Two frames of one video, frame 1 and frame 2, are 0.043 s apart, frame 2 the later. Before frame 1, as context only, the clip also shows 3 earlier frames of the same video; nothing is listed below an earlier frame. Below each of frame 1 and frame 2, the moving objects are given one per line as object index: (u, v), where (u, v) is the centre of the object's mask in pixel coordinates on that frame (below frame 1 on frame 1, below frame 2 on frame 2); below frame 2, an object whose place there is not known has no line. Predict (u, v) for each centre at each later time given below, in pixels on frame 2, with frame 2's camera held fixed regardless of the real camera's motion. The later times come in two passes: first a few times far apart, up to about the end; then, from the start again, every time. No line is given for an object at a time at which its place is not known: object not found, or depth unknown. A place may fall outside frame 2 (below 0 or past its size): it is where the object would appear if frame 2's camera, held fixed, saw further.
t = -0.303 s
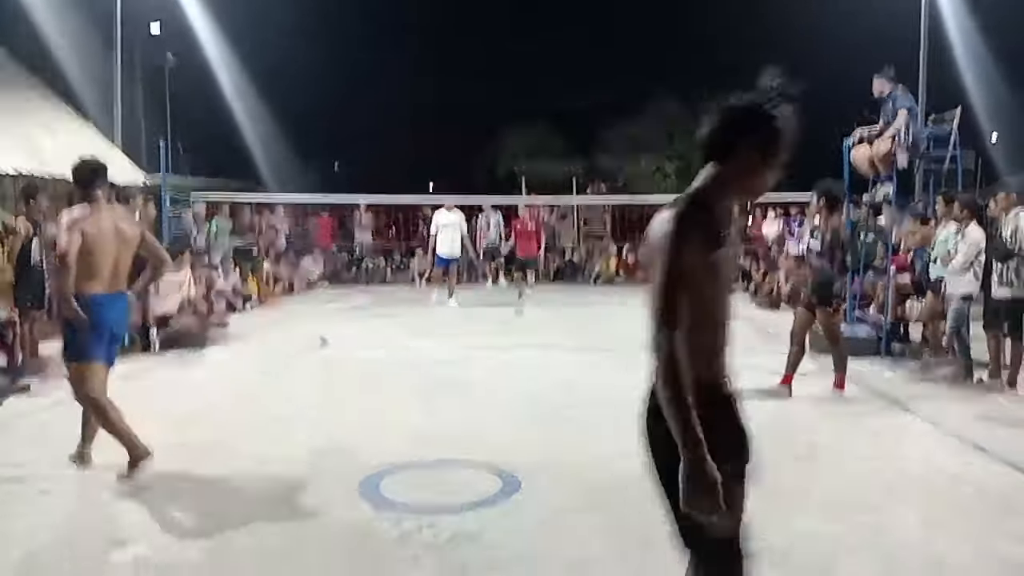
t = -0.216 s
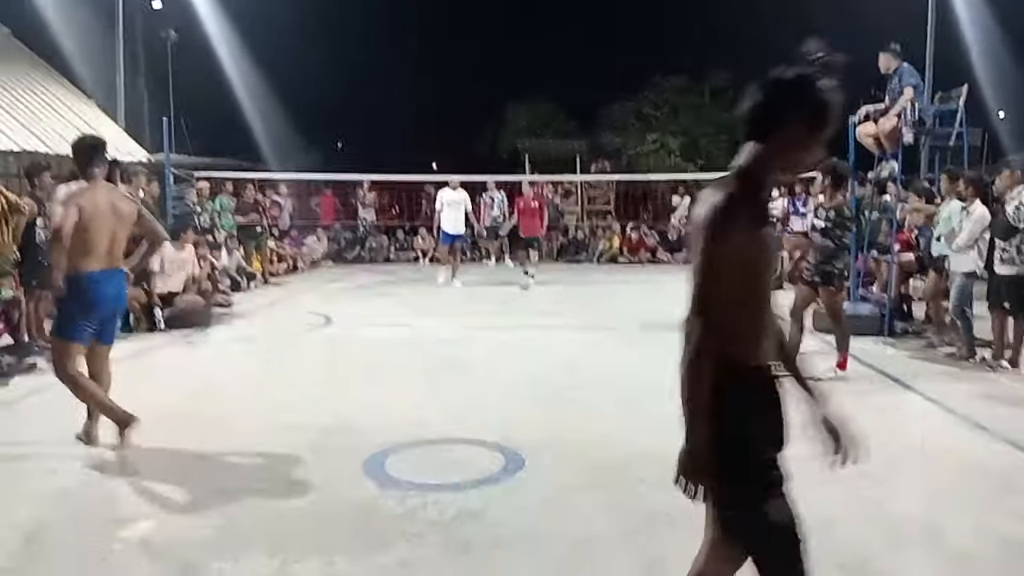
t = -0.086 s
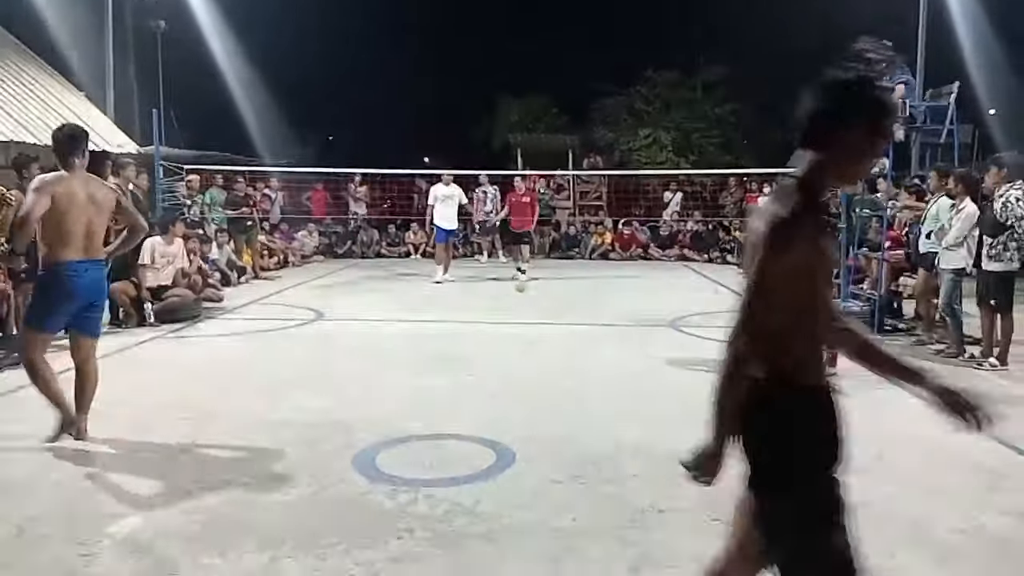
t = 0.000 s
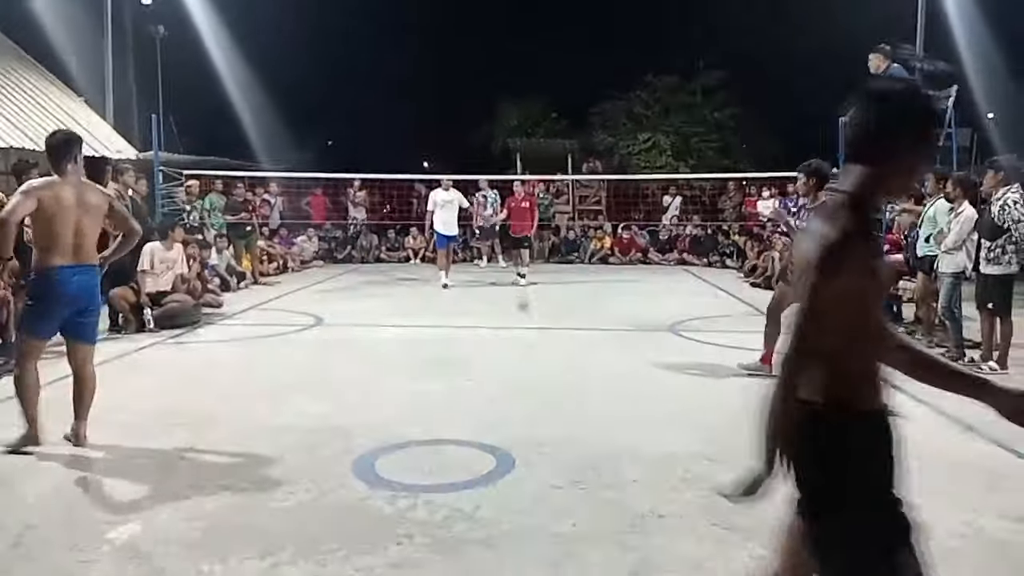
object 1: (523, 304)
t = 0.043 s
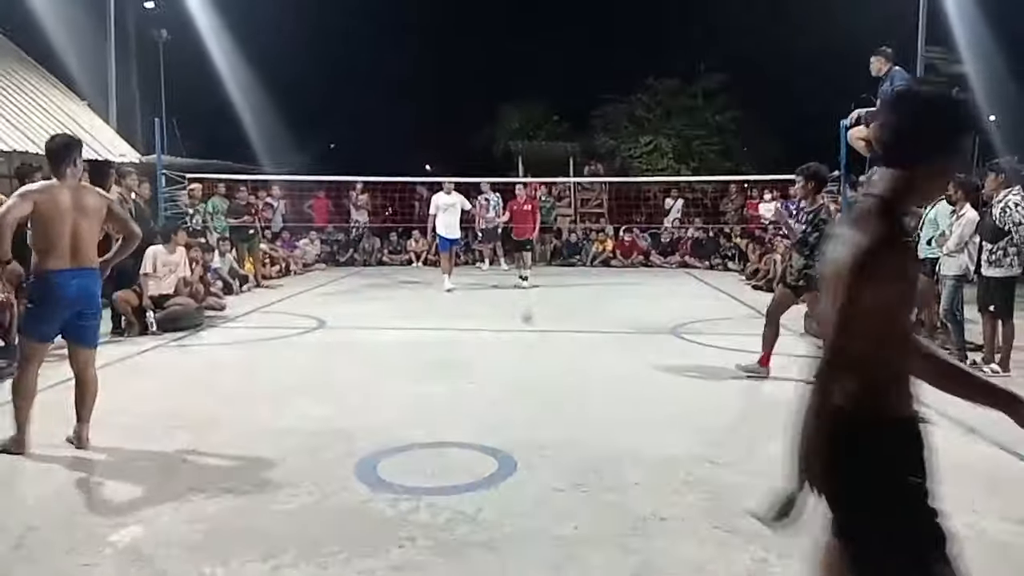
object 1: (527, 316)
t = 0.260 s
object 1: (543, 330)
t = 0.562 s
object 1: (574, 369)
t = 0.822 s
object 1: (617, 423)
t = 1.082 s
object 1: (692, 478)
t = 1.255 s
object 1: (760, 528)
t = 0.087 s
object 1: (529, 327)
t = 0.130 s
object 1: (530, 333)
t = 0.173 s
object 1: (533, 330)
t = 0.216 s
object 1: (540, 328)
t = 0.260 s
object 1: (543, 330)
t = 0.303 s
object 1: (546, 333)
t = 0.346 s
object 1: (551, 340)
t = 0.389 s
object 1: (554, 350)
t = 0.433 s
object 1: (559, 362)
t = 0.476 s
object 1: (564, 373)
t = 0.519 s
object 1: (569, 371)
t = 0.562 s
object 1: (574, 369)
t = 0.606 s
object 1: (580, 372)
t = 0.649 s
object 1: (586, 379)
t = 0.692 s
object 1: (593, 387)
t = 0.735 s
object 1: (601, 398)
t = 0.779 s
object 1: (608, 412)
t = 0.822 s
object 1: (617, 423)
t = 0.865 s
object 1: (628, 424)
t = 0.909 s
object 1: (639, 427)
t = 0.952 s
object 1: (650, 432)
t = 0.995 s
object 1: (663, 442)
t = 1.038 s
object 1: (676, 456)
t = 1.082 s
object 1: (692, 478)
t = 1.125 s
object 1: (710, 504)
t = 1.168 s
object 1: (726, 510)
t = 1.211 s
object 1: (743, 519)
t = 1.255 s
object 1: (760, 528)
